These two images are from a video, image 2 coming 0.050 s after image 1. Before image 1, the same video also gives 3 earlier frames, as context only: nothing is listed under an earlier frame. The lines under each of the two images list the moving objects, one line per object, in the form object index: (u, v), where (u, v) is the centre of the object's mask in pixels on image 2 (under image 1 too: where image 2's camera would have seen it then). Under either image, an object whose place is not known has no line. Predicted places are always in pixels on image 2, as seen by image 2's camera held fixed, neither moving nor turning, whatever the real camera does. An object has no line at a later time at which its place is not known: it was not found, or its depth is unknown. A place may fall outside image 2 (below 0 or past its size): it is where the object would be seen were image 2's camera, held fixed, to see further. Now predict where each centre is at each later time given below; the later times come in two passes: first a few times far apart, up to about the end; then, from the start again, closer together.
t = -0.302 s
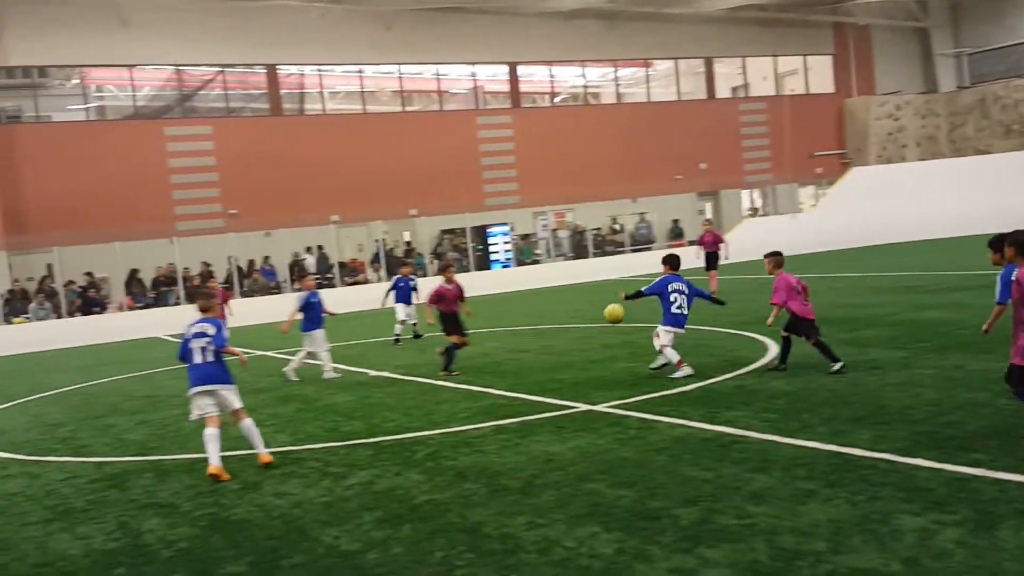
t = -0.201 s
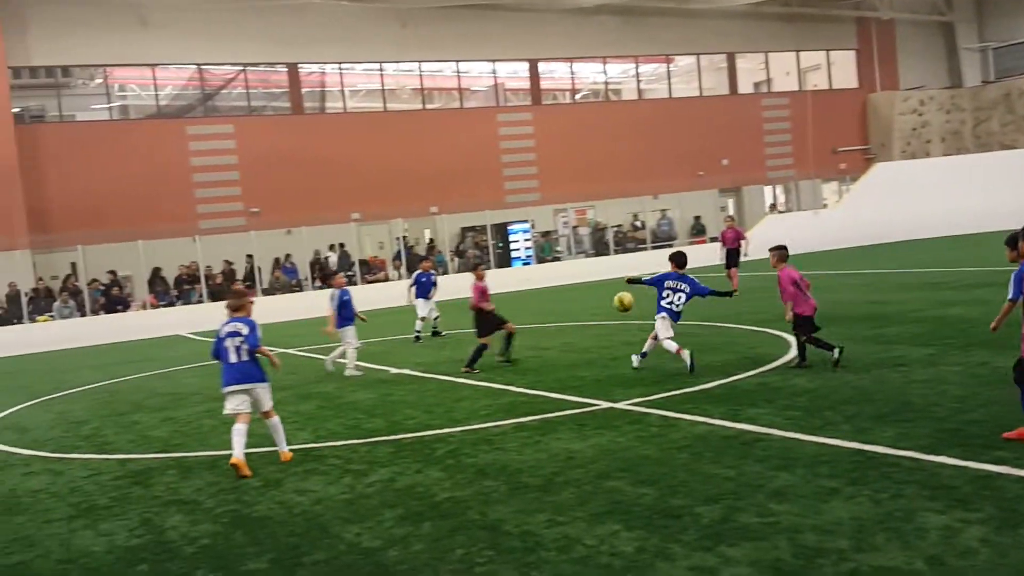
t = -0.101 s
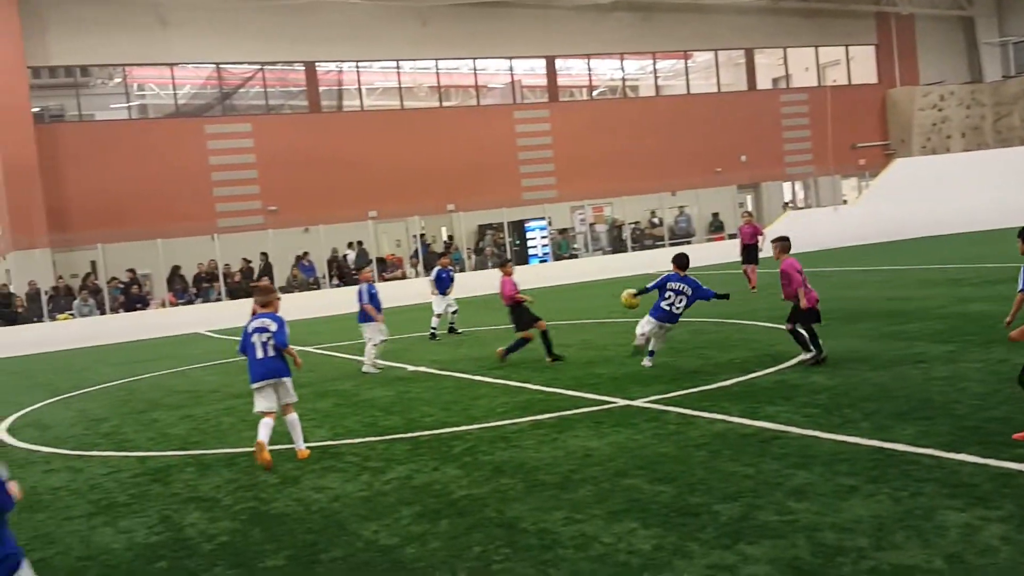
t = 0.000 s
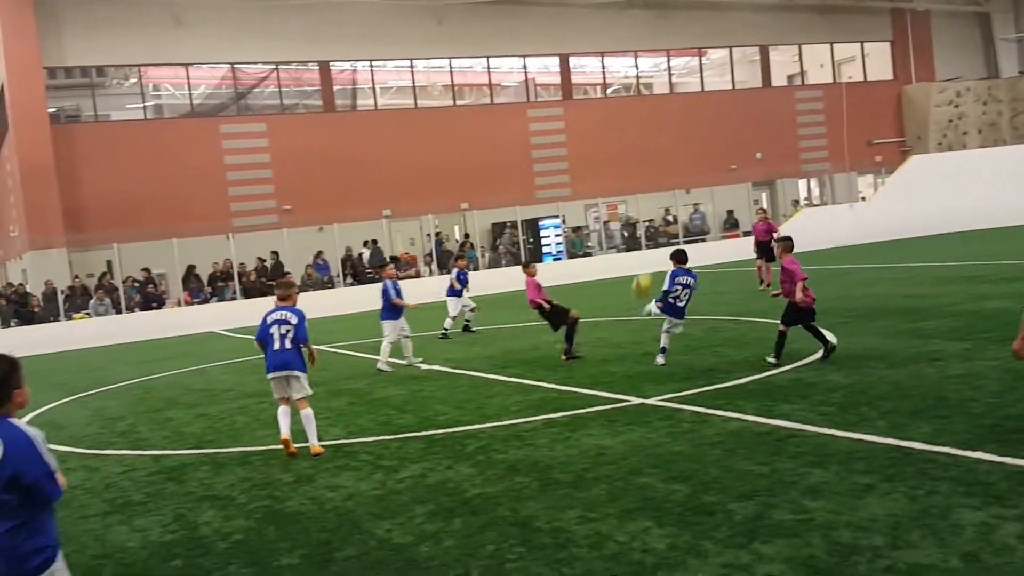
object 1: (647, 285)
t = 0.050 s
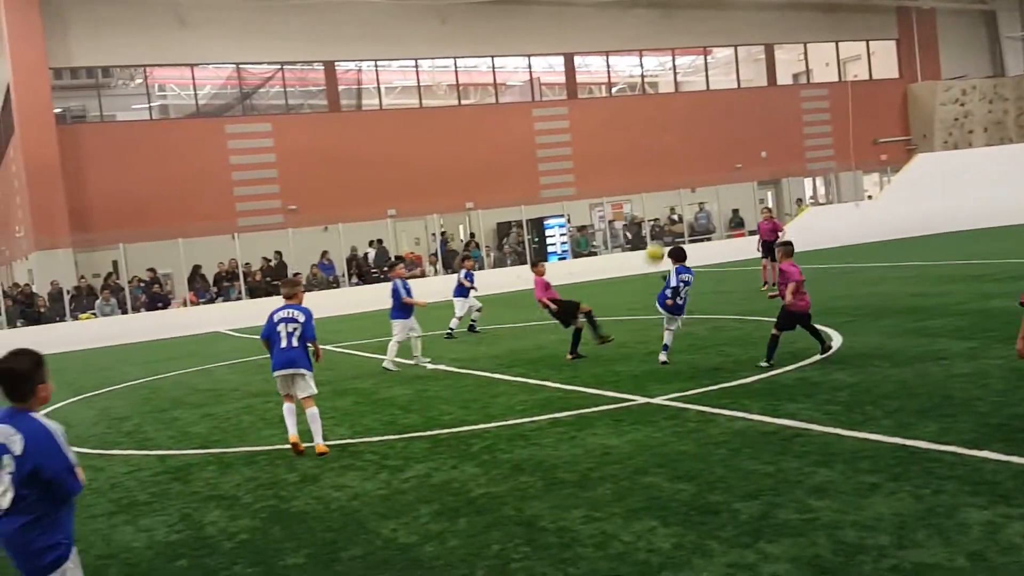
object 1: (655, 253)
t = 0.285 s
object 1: (688, 146)
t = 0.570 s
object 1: (728, 88)
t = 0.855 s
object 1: (770, 91)
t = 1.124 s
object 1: (811, 146)
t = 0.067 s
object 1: (657, 243)
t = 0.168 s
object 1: (673, 192)
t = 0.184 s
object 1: (675, 184)
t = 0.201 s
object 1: (678, 177)
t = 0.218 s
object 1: (679, 171)
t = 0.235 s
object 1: (682, 164)
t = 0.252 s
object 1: (684, 158)
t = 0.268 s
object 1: (686, 151)
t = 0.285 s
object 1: (688, 146)
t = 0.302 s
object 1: (691, 140)
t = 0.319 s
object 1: (693, 135)
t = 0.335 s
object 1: (695, 131)
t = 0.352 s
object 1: (697, 126)
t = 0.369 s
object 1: (699, 122)
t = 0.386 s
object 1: (702, 117)
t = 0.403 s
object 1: (704, 113)
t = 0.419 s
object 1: (707, 109)
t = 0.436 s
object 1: (710, 106)
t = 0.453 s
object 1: (712, 102)
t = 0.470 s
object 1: (714, 101)
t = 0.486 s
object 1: (717, 98)
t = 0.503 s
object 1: (719, 96)
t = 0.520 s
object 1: (722, 94)
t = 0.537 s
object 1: (724, 92)
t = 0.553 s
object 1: (726, 90)
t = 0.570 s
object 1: (728, 88)
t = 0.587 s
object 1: (730, 87)
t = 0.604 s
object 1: (734, 84)
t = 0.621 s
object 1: (736, 84)
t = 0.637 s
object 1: (738, 84)
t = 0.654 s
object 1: (740, 84)
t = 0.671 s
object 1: (742, 83)
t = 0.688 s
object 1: (744, 83)
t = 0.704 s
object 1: (747, 83)
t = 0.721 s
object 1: (749, 83)
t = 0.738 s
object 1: (753, 84)
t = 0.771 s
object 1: (758, 85)
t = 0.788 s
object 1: (761, 85)
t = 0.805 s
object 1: (763, 86)
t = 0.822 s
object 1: (766, 88)
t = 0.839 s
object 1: (768, 89)
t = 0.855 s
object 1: (770, 91)
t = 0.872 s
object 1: (773, 94)
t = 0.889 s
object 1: (775, 96)
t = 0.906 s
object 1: (777, 98)
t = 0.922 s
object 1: (781, 100)
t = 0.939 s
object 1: (784, 103)
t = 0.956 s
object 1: (786, 106)
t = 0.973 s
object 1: (789, 110)
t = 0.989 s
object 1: (791, 113)
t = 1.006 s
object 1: (793, 117)
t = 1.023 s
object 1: (795, 120)
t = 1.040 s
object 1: (798, 124)
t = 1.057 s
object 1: (801, 128)
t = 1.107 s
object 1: (808, 142)
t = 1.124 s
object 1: (811, 146)
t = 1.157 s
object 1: (817, 156)
